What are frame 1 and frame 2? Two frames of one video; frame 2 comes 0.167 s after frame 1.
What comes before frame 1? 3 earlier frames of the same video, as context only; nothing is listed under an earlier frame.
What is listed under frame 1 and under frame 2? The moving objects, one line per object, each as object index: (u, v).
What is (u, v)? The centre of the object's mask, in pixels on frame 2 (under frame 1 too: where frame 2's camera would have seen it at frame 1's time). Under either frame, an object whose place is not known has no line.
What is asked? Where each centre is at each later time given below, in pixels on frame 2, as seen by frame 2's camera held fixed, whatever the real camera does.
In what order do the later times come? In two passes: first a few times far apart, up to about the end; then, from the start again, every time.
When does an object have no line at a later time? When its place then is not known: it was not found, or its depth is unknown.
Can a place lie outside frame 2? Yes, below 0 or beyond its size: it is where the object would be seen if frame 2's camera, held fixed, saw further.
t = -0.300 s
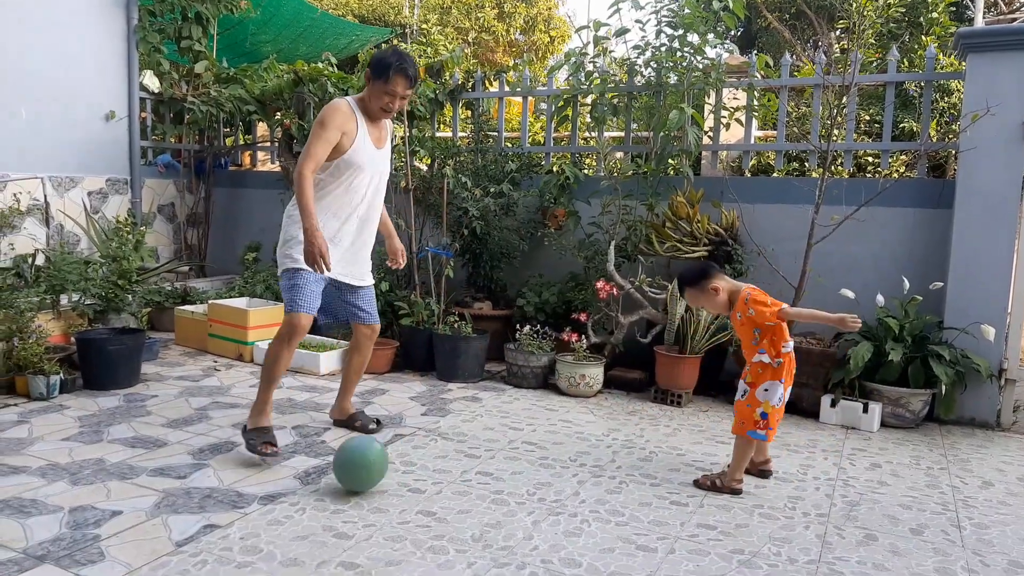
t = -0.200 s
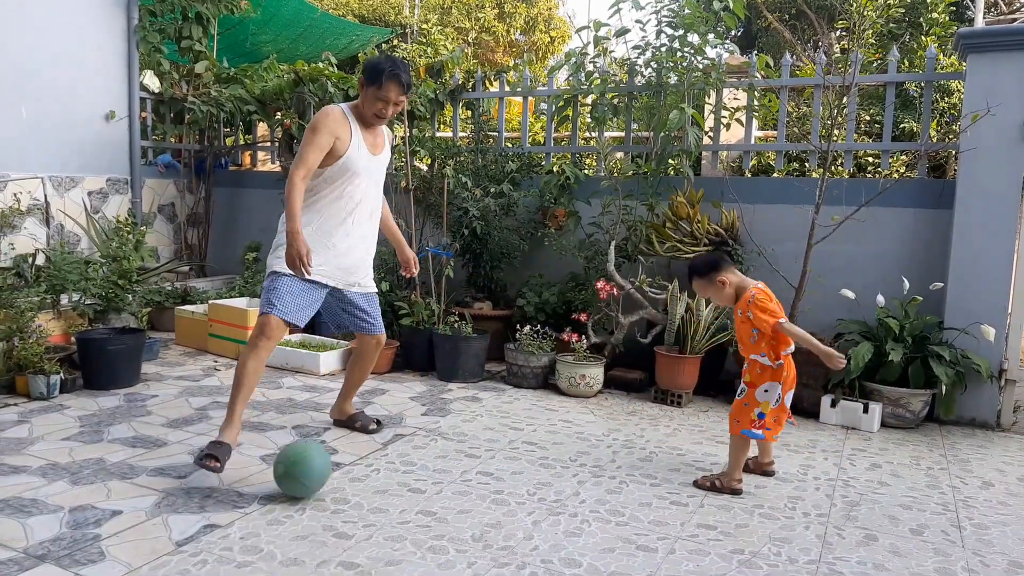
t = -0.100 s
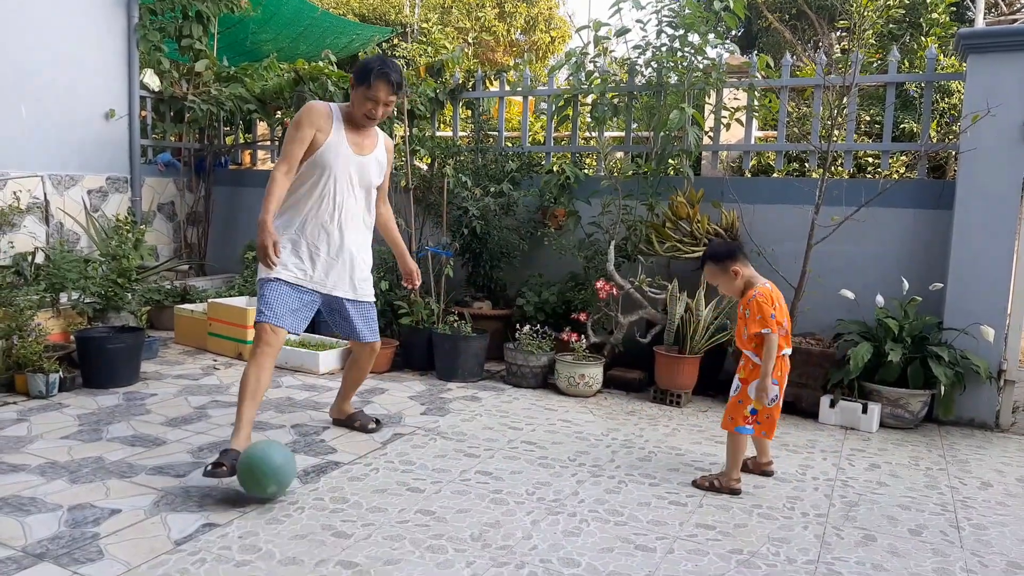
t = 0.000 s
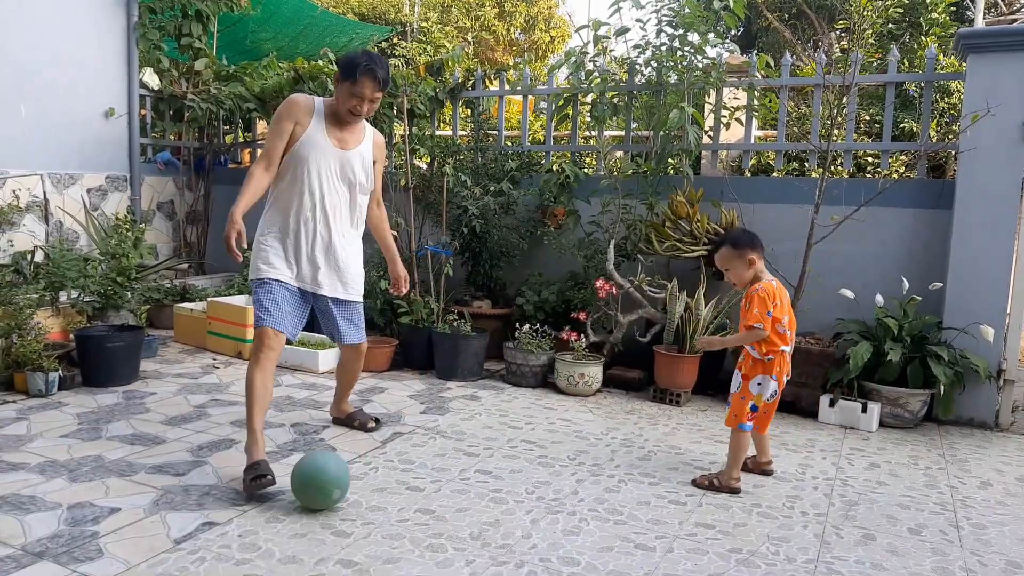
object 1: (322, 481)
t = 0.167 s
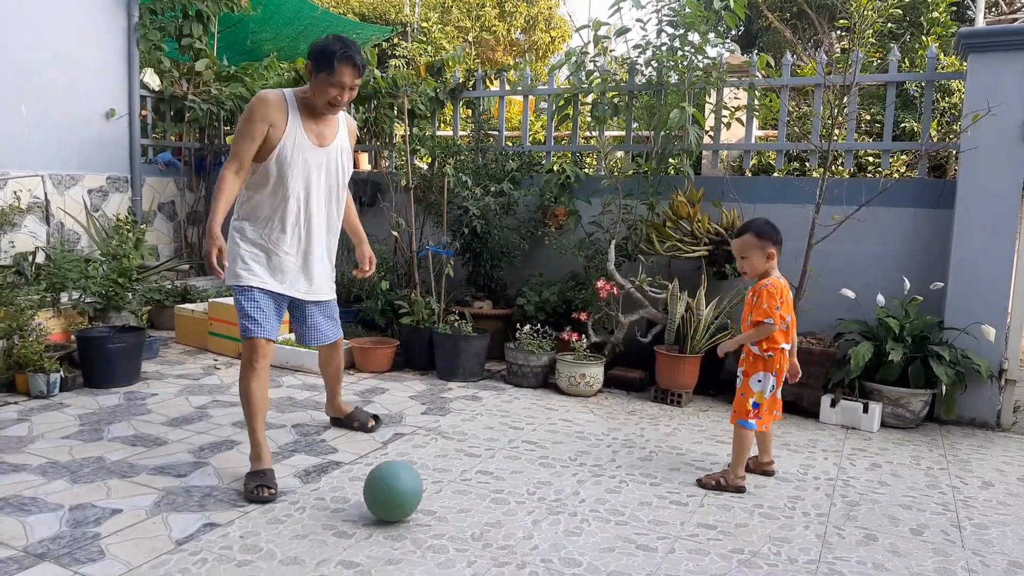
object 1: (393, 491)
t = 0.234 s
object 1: (414, 494)
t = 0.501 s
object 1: (488, 511)
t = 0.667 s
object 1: (540, 524)
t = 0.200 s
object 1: (404, 492)
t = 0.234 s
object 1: (414, 494)
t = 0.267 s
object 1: (423, 496)
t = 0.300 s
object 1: (433, 498)
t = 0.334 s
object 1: (442, 500)
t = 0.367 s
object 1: (451, 502)
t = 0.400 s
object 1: (460, 504)
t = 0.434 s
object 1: (469, 506)
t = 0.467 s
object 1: (479, 508)
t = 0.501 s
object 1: (488, 511)
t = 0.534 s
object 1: (498, 513)
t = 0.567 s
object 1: (508, 516)
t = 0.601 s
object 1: (519, 519)
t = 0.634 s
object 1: (529, 521)
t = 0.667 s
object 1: (540, 524)
